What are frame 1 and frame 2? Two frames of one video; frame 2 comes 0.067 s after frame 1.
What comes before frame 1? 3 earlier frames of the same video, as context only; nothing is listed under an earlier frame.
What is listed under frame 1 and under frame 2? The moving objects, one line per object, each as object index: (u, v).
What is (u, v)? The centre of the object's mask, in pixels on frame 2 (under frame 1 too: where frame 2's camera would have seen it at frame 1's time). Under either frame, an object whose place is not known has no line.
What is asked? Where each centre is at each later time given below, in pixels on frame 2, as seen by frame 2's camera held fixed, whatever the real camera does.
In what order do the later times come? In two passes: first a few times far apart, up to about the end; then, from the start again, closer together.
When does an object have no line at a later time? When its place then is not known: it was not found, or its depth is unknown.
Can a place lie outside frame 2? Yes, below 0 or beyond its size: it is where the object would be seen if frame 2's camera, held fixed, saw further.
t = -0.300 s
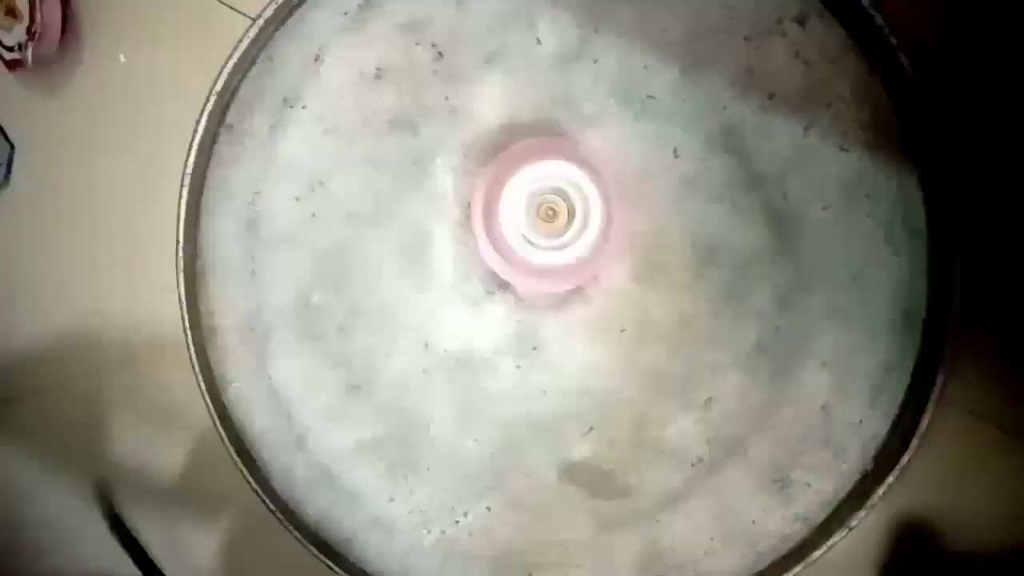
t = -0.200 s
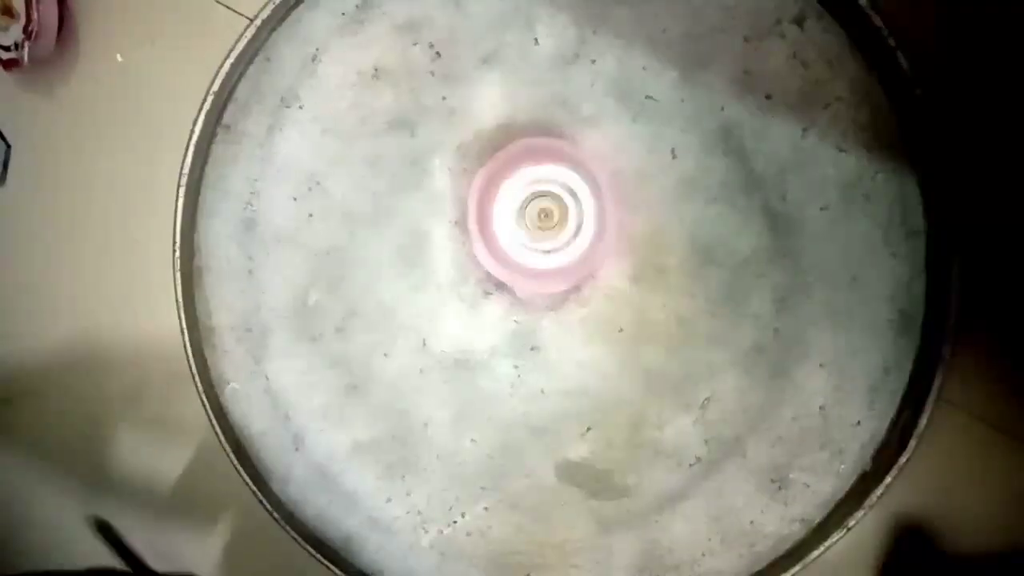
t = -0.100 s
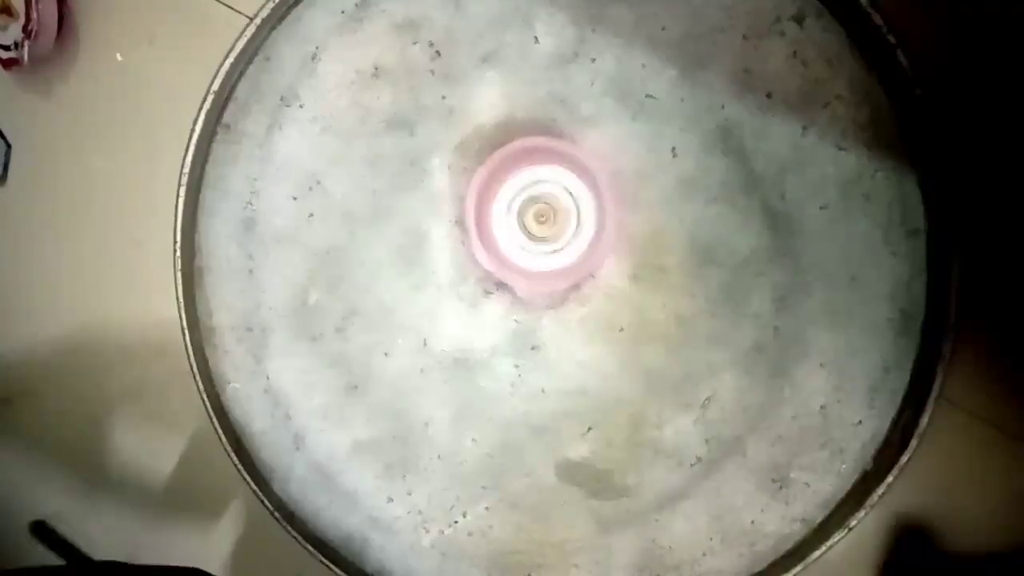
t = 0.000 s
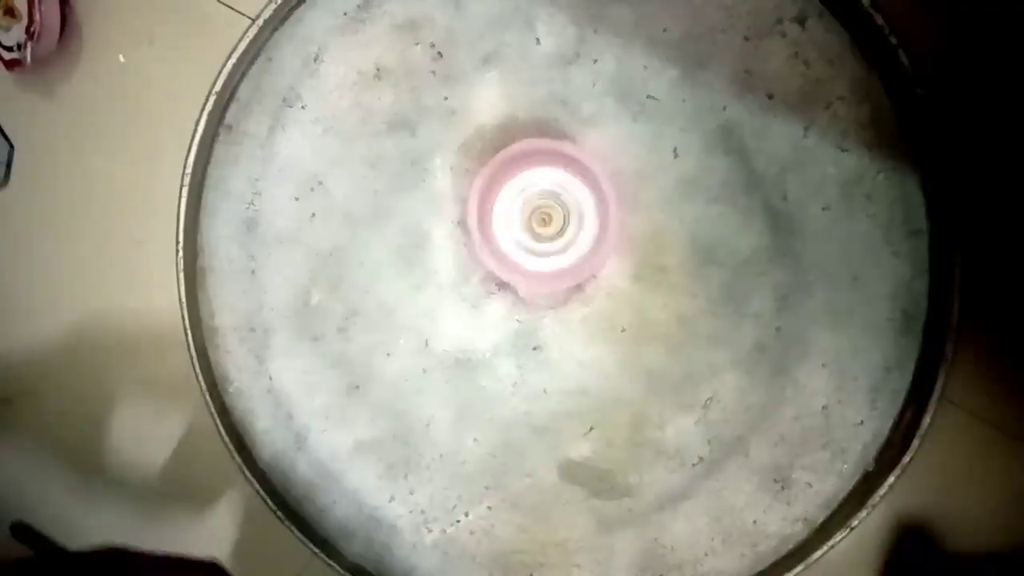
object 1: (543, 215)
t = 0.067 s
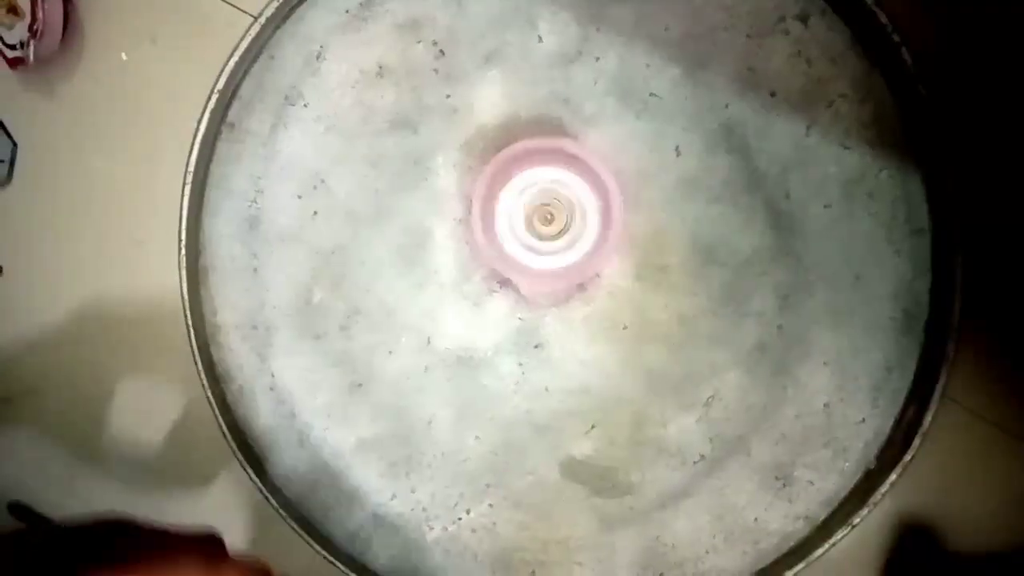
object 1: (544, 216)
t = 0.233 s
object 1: (548, 217)
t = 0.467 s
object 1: (557, 220)
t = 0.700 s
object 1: (559, 218)
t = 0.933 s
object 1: (546, 214)
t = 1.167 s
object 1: (540, 213)
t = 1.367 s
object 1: (545, 214)
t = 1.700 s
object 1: (558, 221)
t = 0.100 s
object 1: (546, 215)
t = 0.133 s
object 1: (546, 216)
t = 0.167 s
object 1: (546, 216)
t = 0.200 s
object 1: (546, 217)
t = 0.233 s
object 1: (548, 217)
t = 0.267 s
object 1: (549, 217)
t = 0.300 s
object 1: (549, 216)
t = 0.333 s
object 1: (550, 218)
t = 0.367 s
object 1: (554, 218)
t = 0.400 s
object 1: (554, 218)
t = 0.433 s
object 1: (555, 220)
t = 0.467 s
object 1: (557, 220)
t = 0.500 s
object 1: (557, 220)
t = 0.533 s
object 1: (558, 220)
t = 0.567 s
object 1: (559, 218)
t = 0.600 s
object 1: (559, 218)
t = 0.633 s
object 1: (559, 219)
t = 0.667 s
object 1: (559, 218)
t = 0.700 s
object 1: (559, 218)
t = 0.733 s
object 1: (559, 217)
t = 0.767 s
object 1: (557, 216)
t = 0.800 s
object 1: (556, 216)
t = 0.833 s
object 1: (555, 216)
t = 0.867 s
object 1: (551, 215)
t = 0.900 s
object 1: (548, 214)
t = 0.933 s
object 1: (546, 214)
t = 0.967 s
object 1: (545, 214)
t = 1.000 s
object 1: (543, 214)
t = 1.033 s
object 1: (543, 214)
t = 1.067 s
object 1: (541, 214)
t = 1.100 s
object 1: (541, 214)
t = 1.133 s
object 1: (540, 214)
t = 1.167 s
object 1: (540, 213)
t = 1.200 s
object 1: (542, 213)
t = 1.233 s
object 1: (540, 214)
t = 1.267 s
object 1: (543, 214)
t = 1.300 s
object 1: (543, 214)
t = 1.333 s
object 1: (543, 215)
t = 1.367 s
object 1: (545, 214)
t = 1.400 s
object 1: (546, 214)
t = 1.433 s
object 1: (548, 215)
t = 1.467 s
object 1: (549, 215)
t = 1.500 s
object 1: (551, 216)
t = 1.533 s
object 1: (552, 217)
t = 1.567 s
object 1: (553, 218)
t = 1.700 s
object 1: (558, 221)
